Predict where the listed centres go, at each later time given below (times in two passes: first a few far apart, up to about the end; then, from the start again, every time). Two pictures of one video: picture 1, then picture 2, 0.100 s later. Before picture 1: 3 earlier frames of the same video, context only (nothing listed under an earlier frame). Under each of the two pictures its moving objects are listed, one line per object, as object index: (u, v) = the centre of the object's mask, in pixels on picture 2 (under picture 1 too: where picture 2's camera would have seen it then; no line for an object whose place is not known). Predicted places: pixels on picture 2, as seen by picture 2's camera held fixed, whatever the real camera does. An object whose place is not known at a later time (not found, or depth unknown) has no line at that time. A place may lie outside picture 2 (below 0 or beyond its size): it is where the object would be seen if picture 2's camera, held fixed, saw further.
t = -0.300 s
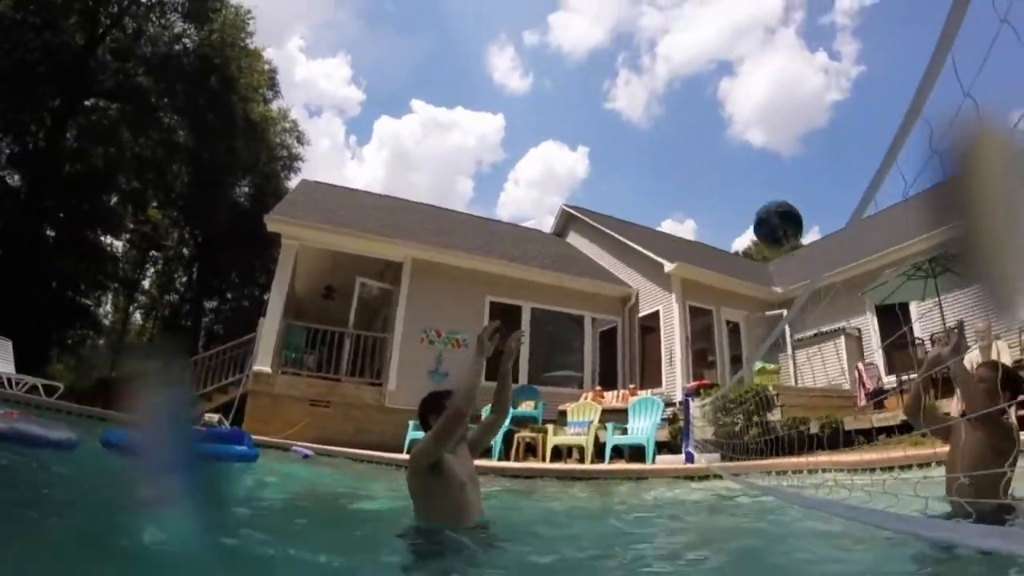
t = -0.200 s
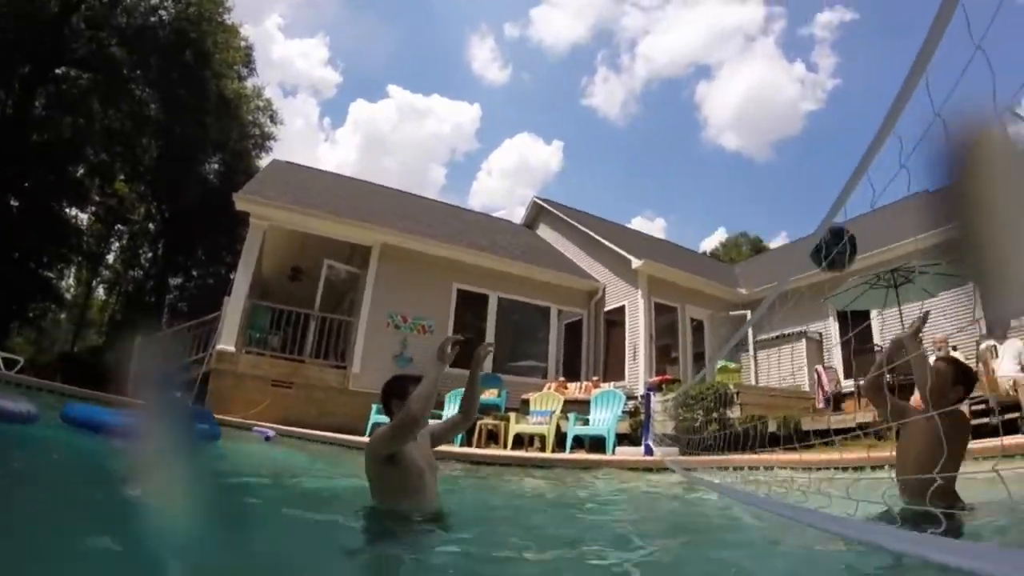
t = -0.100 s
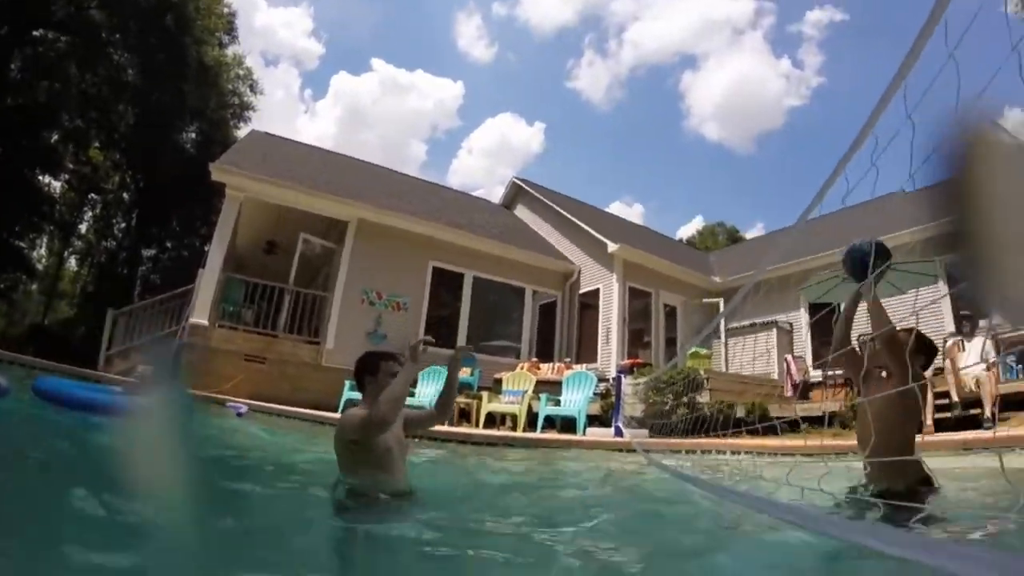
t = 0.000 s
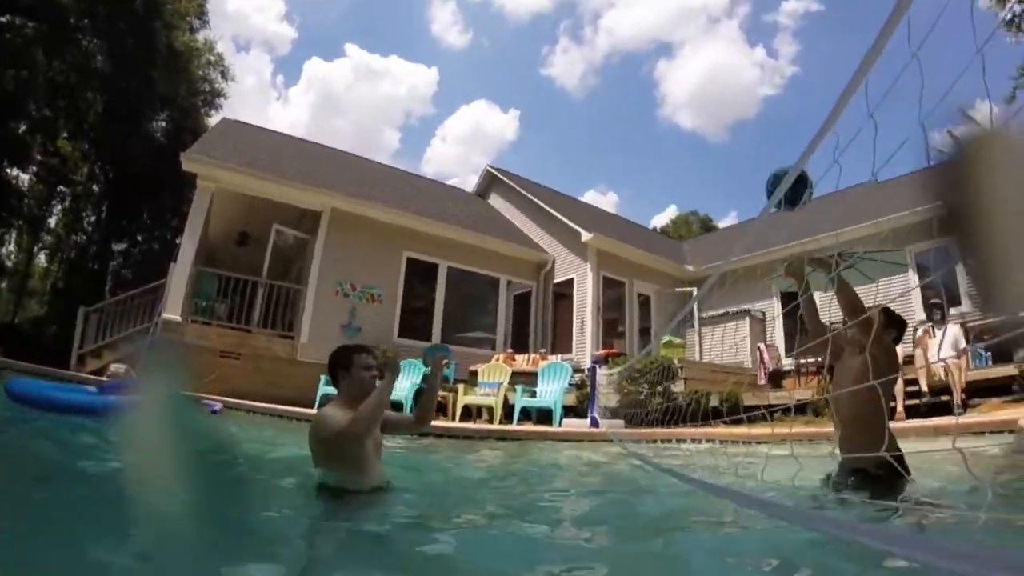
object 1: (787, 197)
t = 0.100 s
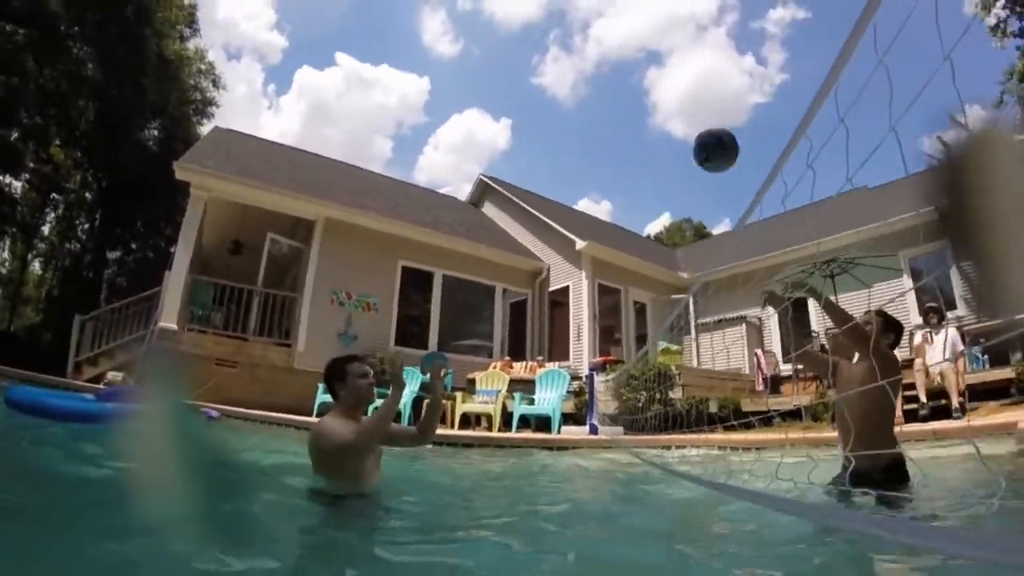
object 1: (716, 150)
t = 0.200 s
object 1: (654, 124)
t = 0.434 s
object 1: (518, 134)
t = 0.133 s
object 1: (695, 139)
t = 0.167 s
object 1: (674, 131)
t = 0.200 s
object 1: (654, 124)
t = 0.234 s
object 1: (634, 119)
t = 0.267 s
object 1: (614, 116)
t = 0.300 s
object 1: (596, 114)
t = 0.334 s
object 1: (578, 116)
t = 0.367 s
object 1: (558, 120)
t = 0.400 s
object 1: (538, 126)
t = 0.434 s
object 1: (518, 134)
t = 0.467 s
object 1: (497, 145)
